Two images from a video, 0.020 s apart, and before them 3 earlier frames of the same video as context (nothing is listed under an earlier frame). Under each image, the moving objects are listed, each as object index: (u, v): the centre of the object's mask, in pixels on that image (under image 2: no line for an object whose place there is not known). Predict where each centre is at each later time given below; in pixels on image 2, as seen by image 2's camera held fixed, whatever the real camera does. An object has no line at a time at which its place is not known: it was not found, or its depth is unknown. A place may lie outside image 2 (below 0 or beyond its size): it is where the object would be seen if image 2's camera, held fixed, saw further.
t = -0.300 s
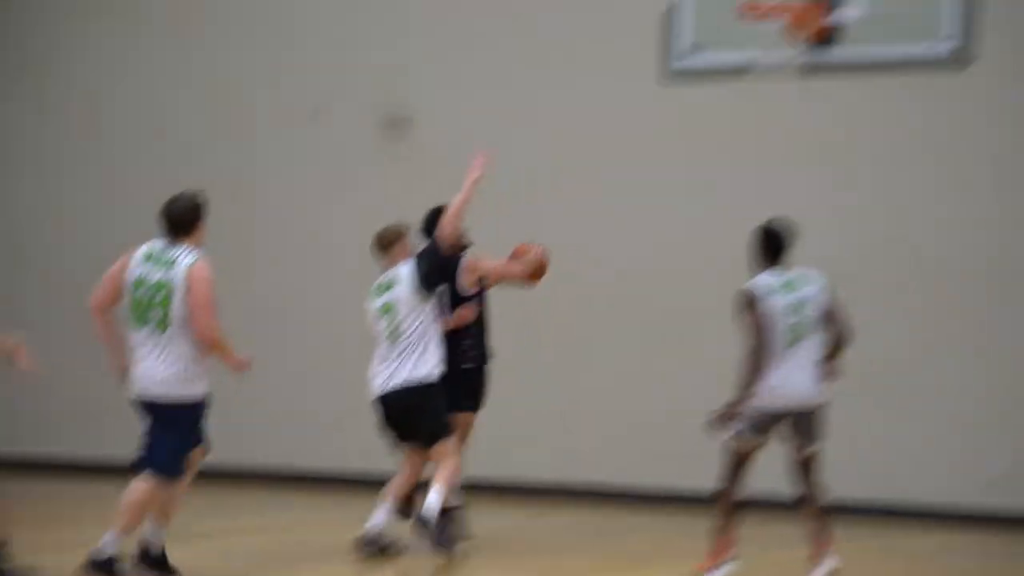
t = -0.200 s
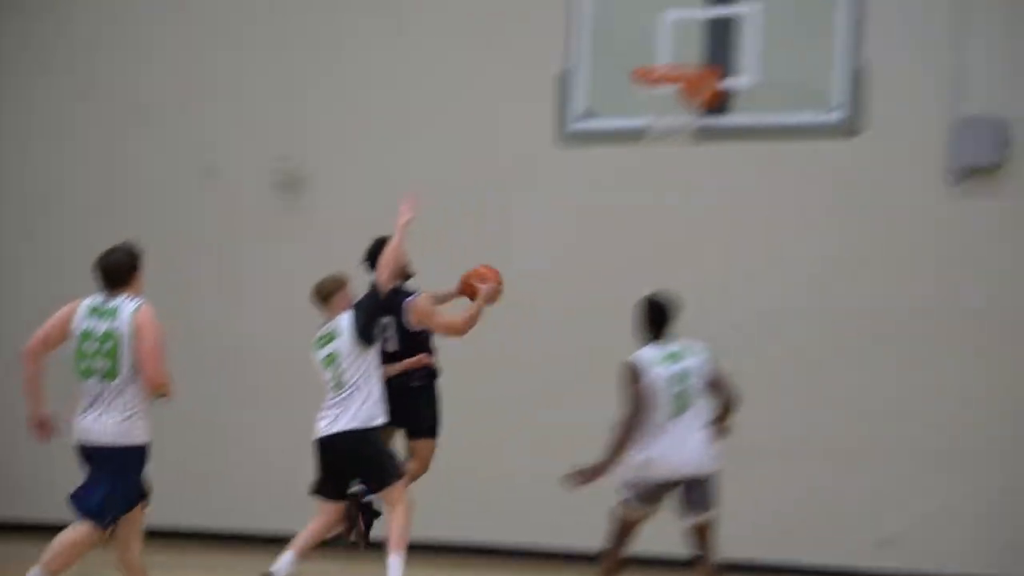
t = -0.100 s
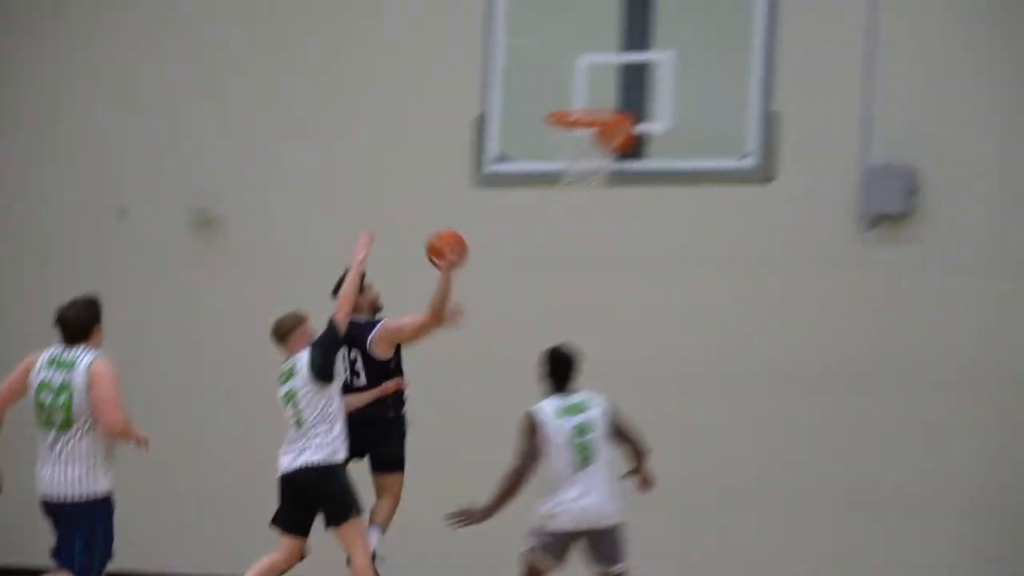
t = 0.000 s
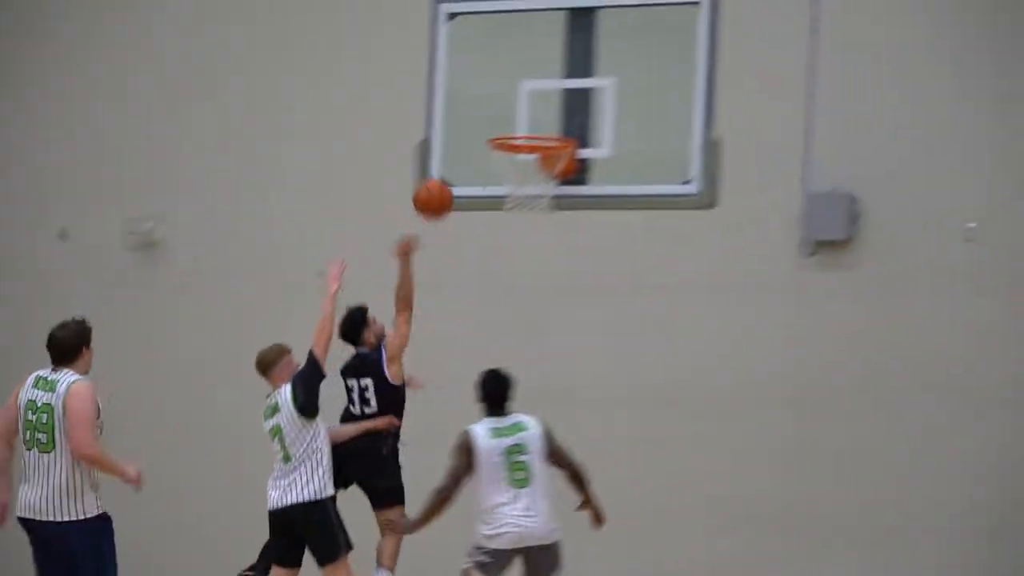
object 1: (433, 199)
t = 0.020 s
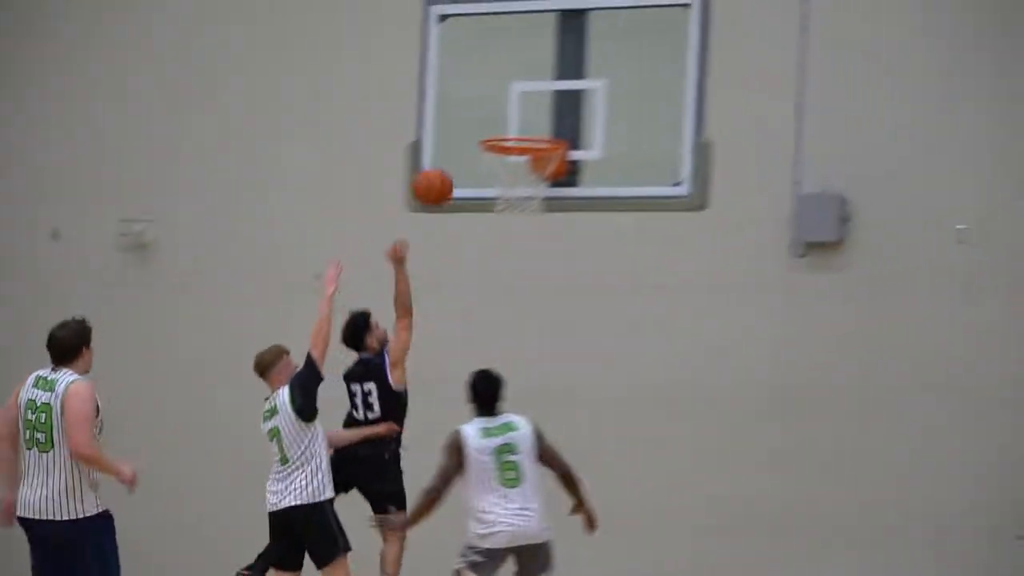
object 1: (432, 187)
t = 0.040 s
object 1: (439, 174)
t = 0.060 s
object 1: (447, 164)
